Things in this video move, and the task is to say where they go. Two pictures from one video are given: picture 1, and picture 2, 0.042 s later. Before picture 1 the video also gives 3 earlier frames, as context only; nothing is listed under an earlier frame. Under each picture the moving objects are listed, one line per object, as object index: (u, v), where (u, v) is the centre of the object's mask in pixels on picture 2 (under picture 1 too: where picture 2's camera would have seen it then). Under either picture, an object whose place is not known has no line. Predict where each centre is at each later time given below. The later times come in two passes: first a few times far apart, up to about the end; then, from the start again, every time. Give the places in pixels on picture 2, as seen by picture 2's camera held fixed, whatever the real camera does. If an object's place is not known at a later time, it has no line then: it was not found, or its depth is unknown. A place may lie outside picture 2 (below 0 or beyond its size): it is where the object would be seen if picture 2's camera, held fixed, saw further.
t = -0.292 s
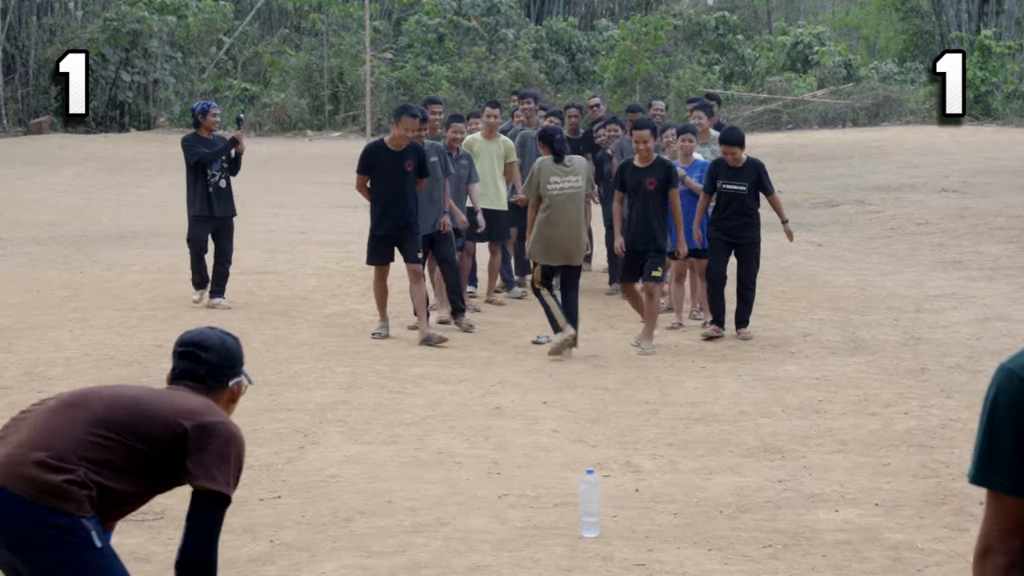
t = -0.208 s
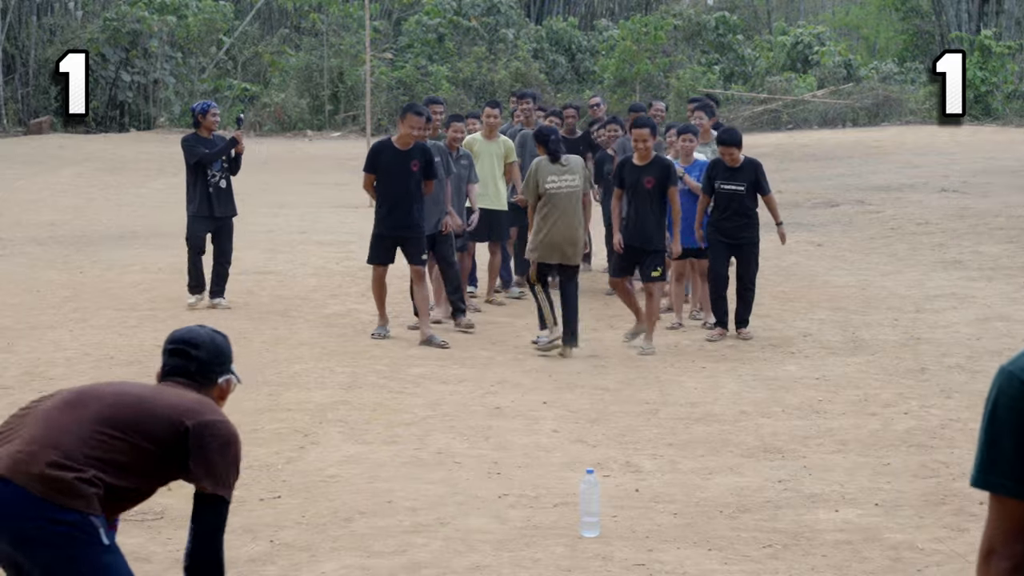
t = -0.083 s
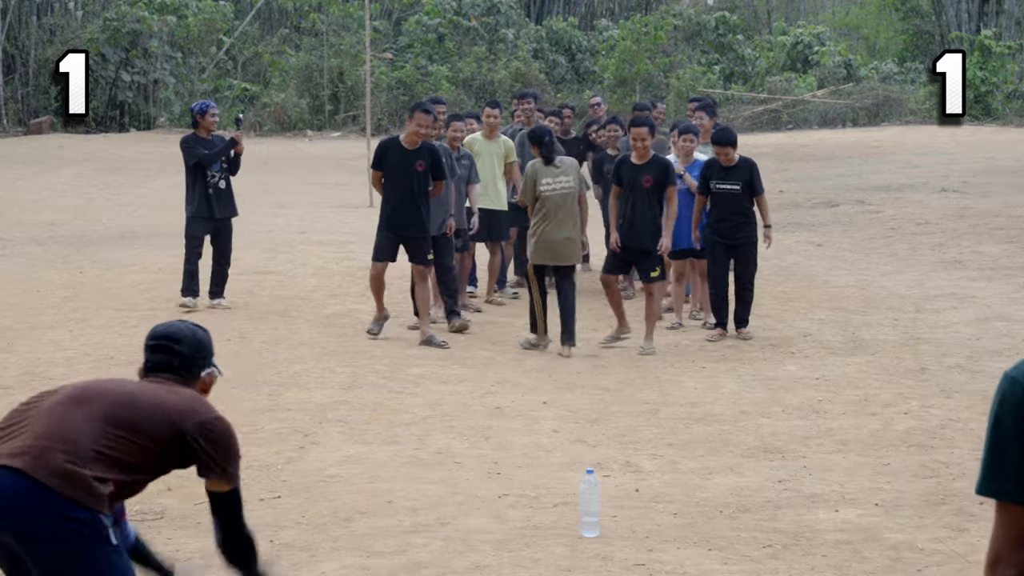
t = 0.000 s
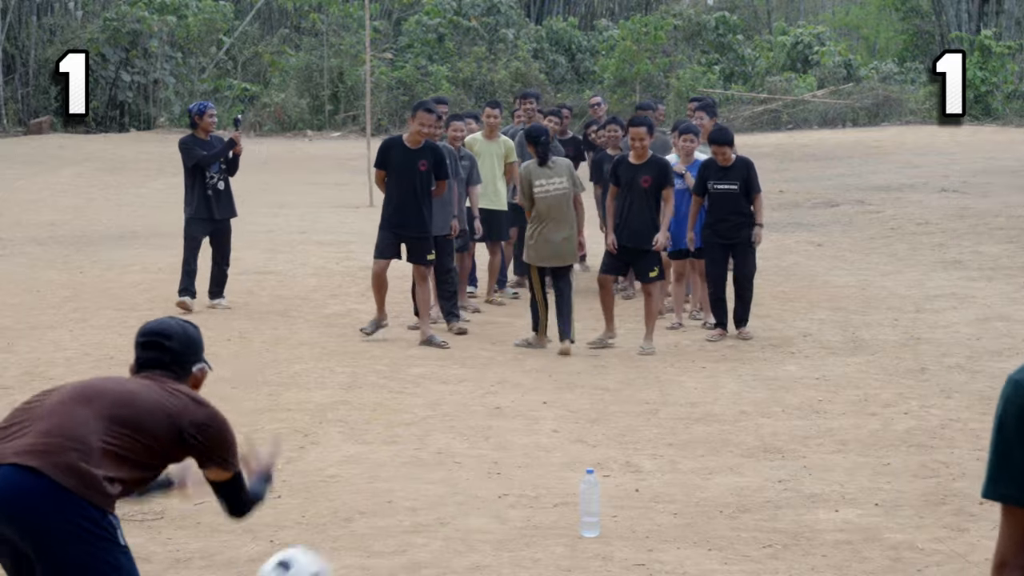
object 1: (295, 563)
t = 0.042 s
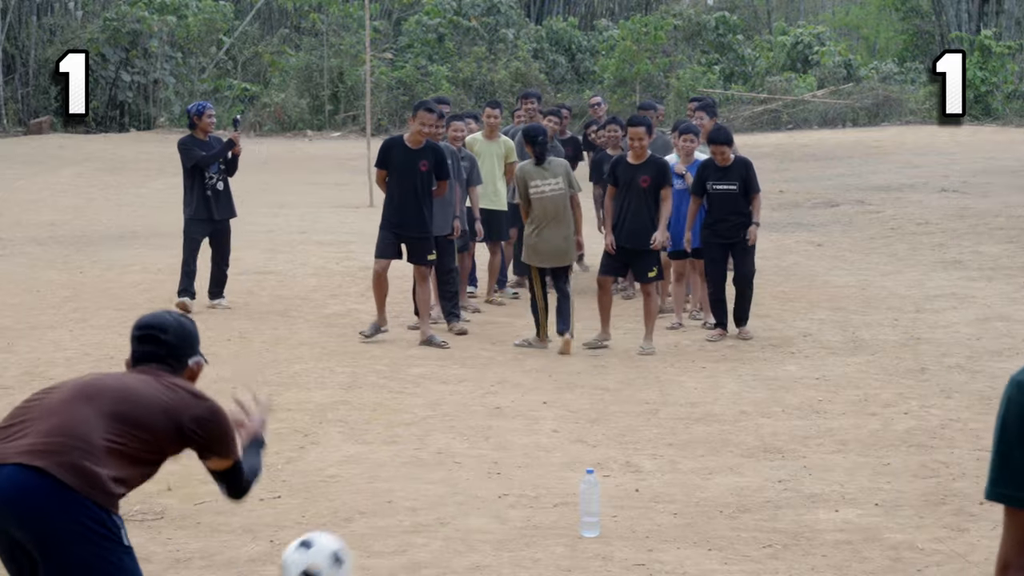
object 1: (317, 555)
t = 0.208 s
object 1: (386, 528)
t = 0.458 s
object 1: (443, 466)
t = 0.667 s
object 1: (474, 410)
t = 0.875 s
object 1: (497, 414)
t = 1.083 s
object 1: (518, 386)
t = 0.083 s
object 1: (336, 551)
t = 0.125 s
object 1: (355, 548)
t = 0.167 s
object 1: (373, 548)
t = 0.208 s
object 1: (386, 528)
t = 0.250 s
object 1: (397, 505)
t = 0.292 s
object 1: (407, 488)
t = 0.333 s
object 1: (416, 475)
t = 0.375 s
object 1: (425, 469)
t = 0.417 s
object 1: (434, 466)
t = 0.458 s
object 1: (443, 466)
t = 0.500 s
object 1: (451, 471)
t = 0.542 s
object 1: (457, 453)
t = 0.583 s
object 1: (463, 434)
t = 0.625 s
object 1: (469, 421)
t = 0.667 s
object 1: (474, 410)
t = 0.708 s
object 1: (479, 404)
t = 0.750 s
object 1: (484, 402)
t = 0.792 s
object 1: (488, 403)
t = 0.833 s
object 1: (493, 407)
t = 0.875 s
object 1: (497, 414)
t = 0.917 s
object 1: (502, 411)
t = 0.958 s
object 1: (507, 399)
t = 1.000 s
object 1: (510, 392)
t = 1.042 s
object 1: (515, 387)
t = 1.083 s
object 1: (518, 386)
